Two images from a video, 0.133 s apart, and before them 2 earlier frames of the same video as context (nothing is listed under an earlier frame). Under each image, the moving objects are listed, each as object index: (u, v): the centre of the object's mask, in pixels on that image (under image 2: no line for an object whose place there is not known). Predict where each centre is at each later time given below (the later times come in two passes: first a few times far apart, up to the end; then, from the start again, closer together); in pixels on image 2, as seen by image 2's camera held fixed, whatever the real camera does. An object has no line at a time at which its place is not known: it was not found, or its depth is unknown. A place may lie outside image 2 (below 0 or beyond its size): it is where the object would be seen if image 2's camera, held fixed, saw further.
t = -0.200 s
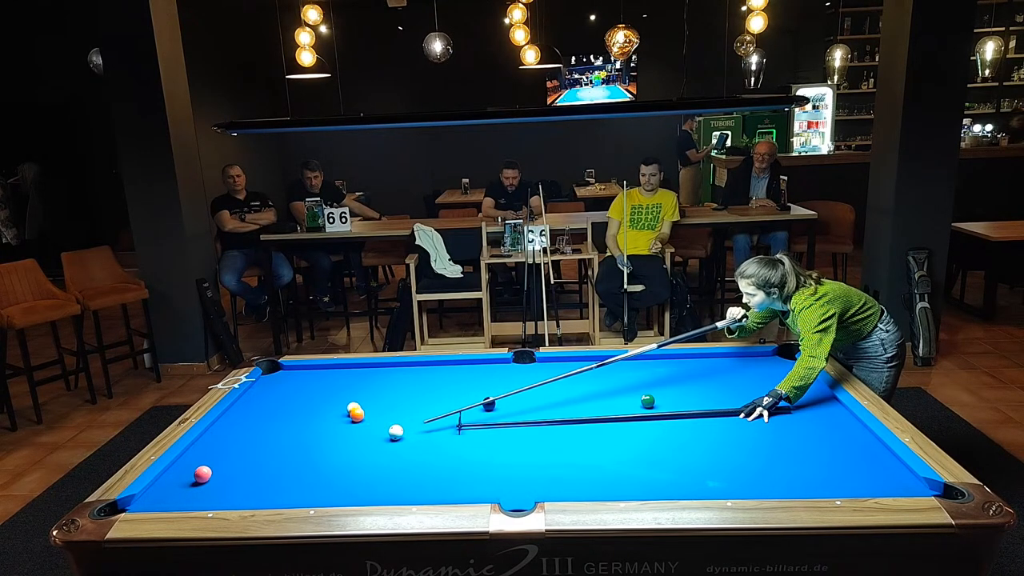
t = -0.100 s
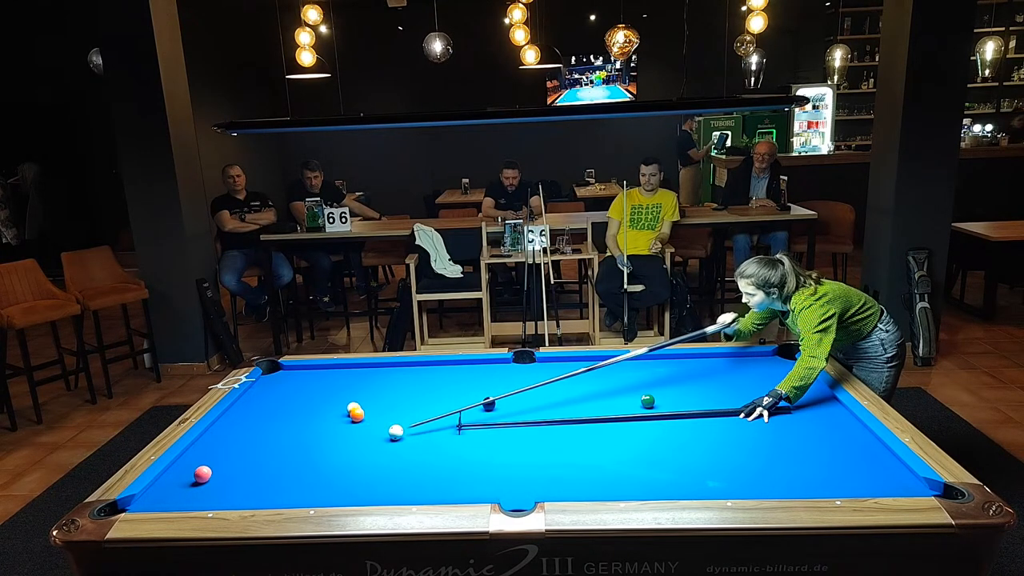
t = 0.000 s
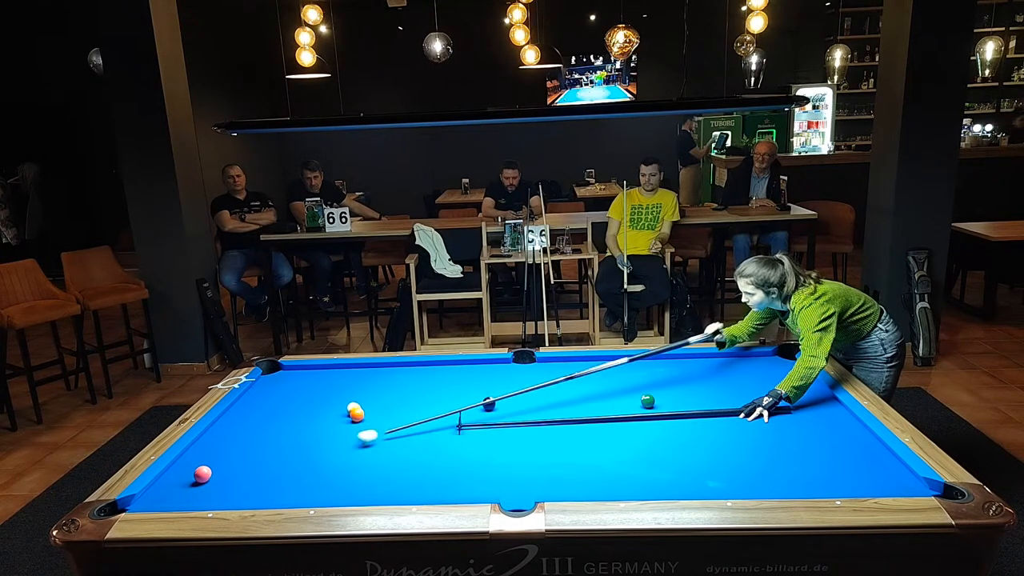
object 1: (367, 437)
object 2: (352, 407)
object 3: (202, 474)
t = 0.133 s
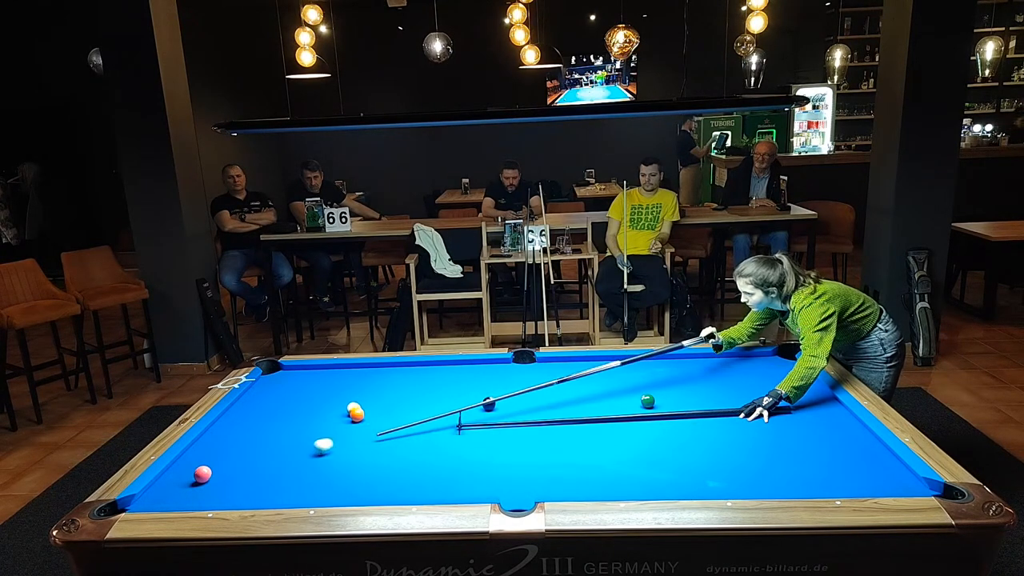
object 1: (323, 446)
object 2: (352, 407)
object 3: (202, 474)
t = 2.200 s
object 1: (343, 409)
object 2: (368, 406)
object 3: (169, 493)
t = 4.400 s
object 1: (358, 400)
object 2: (446, 389)
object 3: (173, 492)
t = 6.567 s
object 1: (358, 400)
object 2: (452, 389)
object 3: (173, 492)
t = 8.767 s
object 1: (358, 400)
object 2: (452, 389)
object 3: (173, 492)
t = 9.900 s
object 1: (358, 400)
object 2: (452, 389)
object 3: (173, 492)
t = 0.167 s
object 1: (313, 448)
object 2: (352, 407)
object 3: (202, 474)
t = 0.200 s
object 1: (302, 450)
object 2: (352, 407)
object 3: (202, 474)
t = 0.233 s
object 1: (292, 452)
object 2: (352, 407)
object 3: (202, 474)
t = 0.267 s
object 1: (281, 454)
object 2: (352, 407)
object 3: (202, 474)
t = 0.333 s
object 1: (260, 458)
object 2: (352, 407)
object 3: (202, 474)
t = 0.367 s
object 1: (249, 460)
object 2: (352, 407)
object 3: (202, 474)
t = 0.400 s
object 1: (238, 462)
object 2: (352, 407)
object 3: (202, 474)
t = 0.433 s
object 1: (227, 465)
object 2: (352, 407)
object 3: (203, 474)
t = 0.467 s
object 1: (218, 466)
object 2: (352, 407)
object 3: (202, 474)
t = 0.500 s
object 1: (211, 465)
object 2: (352, 407)
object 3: (198, 477)
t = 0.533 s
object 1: (206, 464)
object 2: (352, 407)
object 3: (192, 480)
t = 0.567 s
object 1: (199, 464)
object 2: (352, 407)
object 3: (188, 482)
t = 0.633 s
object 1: (187, 463)
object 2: (352, 407)
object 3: (180, 487)
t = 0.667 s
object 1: (181, 462)
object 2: (352, 407)
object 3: (176, 489)
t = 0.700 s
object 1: (181, 461)
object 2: (352, 407)
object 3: (172, 492)
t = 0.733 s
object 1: (187, 459)
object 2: (352, 407)
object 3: (168, 494)
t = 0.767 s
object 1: (192, 458)
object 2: (352, 407)
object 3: (164, 496)
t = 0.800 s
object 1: (197, 456)
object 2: (352, 407)
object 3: (160, 497)
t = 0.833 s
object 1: (202, 454)
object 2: (352, 407)
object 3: (156, 499)
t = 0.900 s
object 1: (212, 451)
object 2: (352, 407)
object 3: (151, 500)
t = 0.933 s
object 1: (217, 450)
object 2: (352, 407)
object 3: (149, 499)
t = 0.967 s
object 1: (221, 448)
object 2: (352, 407)
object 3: (148, 499)
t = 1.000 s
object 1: (226, 447)
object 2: (352, 407)
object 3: (147, 499)
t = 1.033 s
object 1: (231, 446)
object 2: (352, 407)
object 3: (146, 499)
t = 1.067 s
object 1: (235, 444)
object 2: (352, 407)
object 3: (145, 498)
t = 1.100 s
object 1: (240, 443)
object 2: (352, 407)
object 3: (144, 498)
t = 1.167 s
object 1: (248, 440)
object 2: (352, 407)
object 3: (143, 497)
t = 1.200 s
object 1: (253, 439)
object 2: (352, 407)
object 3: (143, 497)
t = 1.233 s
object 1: (257, 437)
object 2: (352, 407)
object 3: (145, 497)
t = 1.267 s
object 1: (261, 436)
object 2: (352, 407)
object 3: (146, 496)
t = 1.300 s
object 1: (265, 435)
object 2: (352, 407)
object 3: (147, 496)
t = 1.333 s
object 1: (269, 434)
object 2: (352, 407)
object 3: (148, 496)
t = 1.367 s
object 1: (273, 432)
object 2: (352, 407)
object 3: (149, 496)
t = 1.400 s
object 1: (277, 431)
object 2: (352, 407)
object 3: (150, 496)
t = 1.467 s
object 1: (285, 429)
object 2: (352, 407)
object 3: (152, 496)
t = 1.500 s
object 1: (289, 427)
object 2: (352, 407)
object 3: (154, 496)
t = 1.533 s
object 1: (293, 426)
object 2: (352, 407)
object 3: (155, 496)
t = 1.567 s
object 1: (296, 425)
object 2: (352, 407)
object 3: (155, 496)
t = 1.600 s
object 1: (300, 424)
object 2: (352, 407)
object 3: (156, 495)
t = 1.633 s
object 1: (304, 423)
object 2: (352, 407)
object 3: (157, 495)
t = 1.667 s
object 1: (307, 422)
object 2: (352, 407)
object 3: (158, 495)
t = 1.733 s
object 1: (315, 419)
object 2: (352, 407)
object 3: (160, 495)
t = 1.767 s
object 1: (318, 418)
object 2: (352, 407)
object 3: (161, 495)
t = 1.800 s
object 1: (321, 417)
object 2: (352, 407)
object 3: (162, 495)
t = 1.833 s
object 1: (325, 416)
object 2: (352, 407)
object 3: (162, 495)
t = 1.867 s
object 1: (328, 415)
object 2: (352, 407)
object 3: (163, 495)
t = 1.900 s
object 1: (331, 414)
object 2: (352, 407)
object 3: (164, 494)
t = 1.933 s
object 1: (335, 413)
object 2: (352, 407)
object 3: (164, 494)
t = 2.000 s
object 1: (340, 412)
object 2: (353, 407)
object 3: (166, 494)
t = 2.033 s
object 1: (340, 411)
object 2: (357, 405)
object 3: (166, 494)
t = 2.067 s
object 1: (341, 411)
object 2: (360, 405)
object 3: (167, 494)
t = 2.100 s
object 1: (341, 410)
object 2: (362, 405)
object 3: (167, 494)
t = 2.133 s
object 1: (342, 410)
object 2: (364, 406)
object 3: (168, 494)
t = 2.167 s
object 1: (343, 410)
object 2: (366, 405)
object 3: (169, 494)
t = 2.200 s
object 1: (343, 409)
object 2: (368, 406)
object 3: (169, 493)
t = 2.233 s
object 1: (344, 409)
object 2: (370, 406)
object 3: (169, 493)
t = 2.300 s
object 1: (345, 408)
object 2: (373, 405)
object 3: (170, 493)
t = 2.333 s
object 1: (345, 407)
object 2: (375, 404)
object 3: (171, 493)
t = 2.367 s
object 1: (346, 407)
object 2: (377, 404)
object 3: (171, 493)
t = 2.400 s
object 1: (346, 407)
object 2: (379, 404)
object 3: (171, 493)
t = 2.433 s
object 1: (347, 406)
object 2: (381, 403)
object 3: (171, 493)
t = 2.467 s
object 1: (347, 406)
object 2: (382, 403)
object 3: (171, 493)
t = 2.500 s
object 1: (348, 406)
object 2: (384, 402)
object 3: (172, 493)
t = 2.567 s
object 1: (349, 405)
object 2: (388, 402)
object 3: (172, 492)
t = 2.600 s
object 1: (349, 405)
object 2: (390, 401)
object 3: (172, 493)
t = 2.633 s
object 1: (349, 404)
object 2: (391, 401)
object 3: (172, 493)
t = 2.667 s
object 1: (350, 404)
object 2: (393, 401)
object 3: (172, 492)
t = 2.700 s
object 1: (350, 404)
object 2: (394, 400)
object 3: (172, 492)
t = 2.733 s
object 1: (351, 403)
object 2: (396, 400)
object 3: (173, 492)
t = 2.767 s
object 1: (351, 403)
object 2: (397, 400)
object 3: (173, 492)
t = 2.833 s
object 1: (352, 403)
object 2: (401, 399)
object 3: (173, 492)
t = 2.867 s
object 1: (352, 402)
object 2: (402, 399)
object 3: (173, 492)
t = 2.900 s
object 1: (353, 402)
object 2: (404, 398)
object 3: (173, 492)
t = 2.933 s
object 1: (353, 402)
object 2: (405, 398)
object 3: (173, 492)
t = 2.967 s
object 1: (353, 402)
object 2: (407, 398)
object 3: (173, 492)
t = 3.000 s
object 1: (354, 402)
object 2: (408, 398)
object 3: (173, 492)
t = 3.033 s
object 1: (354, 401)
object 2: (410, 397)
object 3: (173, 492)
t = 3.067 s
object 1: (354, 401)
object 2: (411, 397)
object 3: (173, 492)
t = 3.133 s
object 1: (355, 401)
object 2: (413, 397)
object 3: (173, 492)
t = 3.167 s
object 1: (355, 401)
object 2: (415, 396)
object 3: (173, 492)
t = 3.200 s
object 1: (356, 401)
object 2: (416, 396)
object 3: (173, 492)
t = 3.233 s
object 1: (356, 401)
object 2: (417, 396)
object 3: (173, 492)
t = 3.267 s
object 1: (356, 400)
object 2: (418, 396)
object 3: (173, 492)
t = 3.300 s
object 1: (356, 400)
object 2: (420, 395)
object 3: (173, 492)
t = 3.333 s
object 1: (357, 400)
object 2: (421, 395)
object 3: (173, 492)
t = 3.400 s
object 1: (357, 400)
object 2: (423, 394)
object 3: (173, 492)
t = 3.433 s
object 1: (357, 400)
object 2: (424, 394)
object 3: (173, 492)
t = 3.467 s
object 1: (357, 400)
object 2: (425, 394)
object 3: (173, 492)
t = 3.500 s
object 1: (357, 400)
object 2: (426, 394)
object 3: (173, 492)
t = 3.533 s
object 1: (358, 400)
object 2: (428, 393)
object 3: (173, 492)
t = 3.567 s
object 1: (358, 400)
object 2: (429, 393)
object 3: (173, 492)
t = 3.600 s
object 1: (358, 400)
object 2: (430, 393)
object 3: (173, 492)
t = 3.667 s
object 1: (358, 400)
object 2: (431, 393)
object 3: (173, 492)
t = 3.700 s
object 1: (358, 400)
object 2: (432, 392)
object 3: (173, 492)
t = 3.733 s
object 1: (358, 400)
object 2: (433, 392)
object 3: (173, 492)
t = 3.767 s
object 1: (358, 400)
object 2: (434, 392)
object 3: (173, 492)
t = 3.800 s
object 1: (358, 400)
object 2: (435, 392)
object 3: (173, 492)
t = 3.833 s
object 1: (358, 400)
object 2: (435, 392)
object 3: (173, 492)
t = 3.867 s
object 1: (358, 400)
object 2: (436, 392)
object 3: (173, 492)
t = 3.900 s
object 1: (358, 400)
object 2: (437, 391)
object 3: (173, 492)
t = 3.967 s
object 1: (358, 400)
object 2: (439, 391)
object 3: (173, 492)
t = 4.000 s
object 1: (358, 400)
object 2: (439, 391)
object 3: (173, 492)
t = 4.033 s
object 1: (358, 400)
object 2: (440, 391)
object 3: (173, 492)
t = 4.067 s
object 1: (358, 400)
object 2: (441, 390)
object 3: (173, 492)
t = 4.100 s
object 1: (358, 400)
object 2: (441, 390)
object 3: (173, 492)
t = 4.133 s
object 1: (358, 400)
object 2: (442, 390)
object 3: (173, 492)
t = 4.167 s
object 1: (358, 400)
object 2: (442, 390)
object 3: (173, 492)
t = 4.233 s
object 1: (358, 400)
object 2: (444, 390)
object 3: (173, 492)
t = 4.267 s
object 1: (358, 400)
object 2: (444, 390)
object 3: (173, 492)
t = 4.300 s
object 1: (358, 400)
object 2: (445, 390)
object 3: (173, 492)
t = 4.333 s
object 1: (358, 400)
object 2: (445, 389)
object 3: (173, 492)
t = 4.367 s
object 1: (358, 400)
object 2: (446, 389)
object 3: (173, 492)
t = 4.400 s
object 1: (358, 400)
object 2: (446, 389)
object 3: (173, 492)
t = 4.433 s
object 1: (358, 400)
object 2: (447, 389)
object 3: (173, 492)
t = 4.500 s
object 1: (358, 400)
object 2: (448, 389)
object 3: (173, 492)
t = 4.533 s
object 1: (358, 400)
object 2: (448, 389)
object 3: (173, 492)
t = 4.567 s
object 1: (358, 400)
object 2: (448, 389)
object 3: (173, 492)
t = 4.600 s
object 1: (358, 400)
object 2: (449, 389)
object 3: (173, 492)
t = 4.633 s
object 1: (358, 400)
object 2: (449, 389)
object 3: (173, 492)
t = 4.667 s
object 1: (358, 400)
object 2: (450, 389)
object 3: (173, 492)
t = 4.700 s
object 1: (358, 400)
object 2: (450, 389)
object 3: (173, 492)
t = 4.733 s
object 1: (358, 400)
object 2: (450, 388)
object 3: (173, 492)
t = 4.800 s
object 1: (358, 400)
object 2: (451, 388)
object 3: (173, 492)
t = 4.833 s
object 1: (358, 400)
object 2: (451, 388)
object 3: (173, 492)
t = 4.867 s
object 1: (358, 400)
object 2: (451, 388)
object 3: (173, 492)
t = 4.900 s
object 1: (358, 400)
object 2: (451, 388)
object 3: (173, 492)
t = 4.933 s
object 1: (358, 400)
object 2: (451, 388)
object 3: (173, 492)
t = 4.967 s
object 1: (358, 400)
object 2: (451, 388)
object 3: (173, 492)
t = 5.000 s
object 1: (358, 400)
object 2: (452, 388)
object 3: (173, 492)
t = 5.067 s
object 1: (358, 400)
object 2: (452, 388)
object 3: (173, 492)
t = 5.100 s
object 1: (358, 400)
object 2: (452, 388)
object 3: (173, 492)
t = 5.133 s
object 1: (358, 400)
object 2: (452, 388)
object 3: (173, 492)
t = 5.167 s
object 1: (358, 400)
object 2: (452, 388)
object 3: (173, 492)
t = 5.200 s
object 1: (358, 400)
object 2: (452, 388)
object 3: (173, 492)
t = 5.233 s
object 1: (358, 400)
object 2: (452, 388)
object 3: (173, 492)
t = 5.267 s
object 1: (358, 400)
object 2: (452, 388)
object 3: (173, 492)
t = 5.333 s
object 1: (358, 400)
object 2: (452, 388)
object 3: (173, 492)
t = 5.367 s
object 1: (358, 400)
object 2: (452, 388)
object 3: (173, 492)
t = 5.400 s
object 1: (358, 400)
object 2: (452, 388)
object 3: (173, 492)
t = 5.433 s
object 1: (358, 400)
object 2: (452, 388)
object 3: (173, 492)
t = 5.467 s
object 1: (358, 400)
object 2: (452, 388)
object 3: (173, 492)
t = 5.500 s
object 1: (358, 400)
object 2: (452, 388)
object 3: (173, 492)
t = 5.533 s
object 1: (358, 400)
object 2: (452, 388)
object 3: (173, 492)
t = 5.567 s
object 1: (358, 400)
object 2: (452, 388)
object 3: (173, 492)
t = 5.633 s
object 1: (358, 400)
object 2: (452, 388)
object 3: (173, 492)
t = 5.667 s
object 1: (358, 400)
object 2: (452, 388)
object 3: (173, 492)
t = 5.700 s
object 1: (358, 400)
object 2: (452, 388)
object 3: (173, 492)
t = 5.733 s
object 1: (358, 400)
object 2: (452, 388)
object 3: (173, 492)
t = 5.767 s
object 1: (358, 400)
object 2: (452, 388)
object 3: (173, 492)
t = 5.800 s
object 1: (358, 400)
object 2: (452, 388)
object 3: (173, 492)
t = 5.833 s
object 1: (358, 400)
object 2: (452, 388)
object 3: (173, 492)
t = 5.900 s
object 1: (358, 400)
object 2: (452, 389)
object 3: (173, 492)
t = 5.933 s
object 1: (358, 400)
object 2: (452, 388)
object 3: (173, 492)
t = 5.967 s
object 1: (358, 400)
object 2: (452, 389)
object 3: (173, 492)
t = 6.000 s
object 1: (358, 400)
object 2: (452, 389)
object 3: (173, 492)
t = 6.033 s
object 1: (358, 400)
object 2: (452, 389)
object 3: (173, 492)
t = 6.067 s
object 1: (358, 400)
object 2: (452, 389)
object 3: (173, 492)
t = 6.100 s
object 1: (358, 400)
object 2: (452, 388)
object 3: (173, 492)
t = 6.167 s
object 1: (358, 400)
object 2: (452, 388)
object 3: (173, 492)
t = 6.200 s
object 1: (358, 400)
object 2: (452, 388)
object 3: (173, 492)
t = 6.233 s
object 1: (358, 400)
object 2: (452, 388)
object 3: (173, 492)
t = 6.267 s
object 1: (358, 400)
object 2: (452, 388)
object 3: (173, 492)
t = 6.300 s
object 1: (358, 400)
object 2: (452, 388)
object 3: (173, 492)
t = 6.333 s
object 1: (358, 400)
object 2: (452, 388)
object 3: (173, 492)
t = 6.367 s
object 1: (358, 400)
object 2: (452, 388)
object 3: (173, 492)
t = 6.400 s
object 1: (358, 400)
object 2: (452, 388)
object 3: (173, 492)
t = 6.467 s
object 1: (358, 400)
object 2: (452, 388)
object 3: (173, 492)
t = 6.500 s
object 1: (358, 400)
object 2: (452, 388)
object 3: (173, 492)
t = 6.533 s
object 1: (358, 400)
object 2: (452, 389)
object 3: (173, 492)
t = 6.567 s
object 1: (358, 400)
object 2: (452, 389)
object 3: (173, 492)
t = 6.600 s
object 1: (358, 400)
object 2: (452, 388)
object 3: (173, 492)
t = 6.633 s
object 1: (358, 400)
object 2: (452, 389)
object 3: (173, 492)
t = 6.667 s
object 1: (358, 400)
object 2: (452, 388)
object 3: (173, 492)
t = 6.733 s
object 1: (358, 400)
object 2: (452, 388)
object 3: (173, 492)
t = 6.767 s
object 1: (358, 400)
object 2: (452, 388)
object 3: (173, 492)
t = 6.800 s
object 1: (358, 400)
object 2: (452, 388)
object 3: (173, 492)
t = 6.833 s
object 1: (358, 400)
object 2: (452, 388)
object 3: (173, 492)
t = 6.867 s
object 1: (358, 400)
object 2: (452, 388)
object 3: (173, 492)
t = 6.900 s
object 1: (358, 400)
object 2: (452, 388)
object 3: (173, 492)
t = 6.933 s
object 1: (358, 400)
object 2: (452, 388)
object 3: (173, 492)
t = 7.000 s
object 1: (358, 400)
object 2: (452, 388)
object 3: (173, 492)
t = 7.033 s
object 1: (358, 400)
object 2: (452, 388)
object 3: (173, 492)
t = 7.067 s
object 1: (358, 400)
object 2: (452, 388)
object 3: (173, 492)
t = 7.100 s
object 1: (358, 400)
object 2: (452, 389)
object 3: (173, 492)
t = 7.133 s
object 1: (358, 400)
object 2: (452, 388)
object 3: (173, 492)
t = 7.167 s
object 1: (358, 400)
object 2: (452, 388)
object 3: (173, 492)
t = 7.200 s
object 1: (358, 400)
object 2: (452, 389)
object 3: (173, 492)
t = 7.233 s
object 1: (358, 400)
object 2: (452, 389)
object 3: (173, 492)
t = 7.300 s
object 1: (358, 400)
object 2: (452, 389)
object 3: (173, 492)
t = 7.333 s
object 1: (358, 400)
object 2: (452, 389)
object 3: (173, 492)
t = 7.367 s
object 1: (358, 400)
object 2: (452, 389)
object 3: (173, 492)
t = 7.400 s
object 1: (358, 400)
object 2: (452, 389)
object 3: (173, 492)
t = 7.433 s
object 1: (358, 400)
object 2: (452, 389)
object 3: (173, 492)
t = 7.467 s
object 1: (358, 400)
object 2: (452, 389)
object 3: (173, 492)
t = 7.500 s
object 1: (358, 400)
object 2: (452, 389)
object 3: (173, 492)
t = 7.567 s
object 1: (358, 400)
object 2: (452, 389)
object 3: (173, 492)
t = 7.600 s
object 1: (358, 400)
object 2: (452, 389)
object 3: (173, 492)
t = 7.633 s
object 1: (358, 400)
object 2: (452, 388)
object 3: (173, 492)
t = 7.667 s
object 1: (358, 400)
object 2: (452, 388)
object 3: (173, 492)
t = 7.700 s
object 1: (358, 400)
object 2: (452, 388)
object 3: (173, 492)
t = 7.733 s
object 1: (358, 400)
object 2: (452, 388)
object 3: (173, 492)
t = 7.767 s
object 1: (358, 400)
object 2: (452, 388)
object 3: (173, 492)
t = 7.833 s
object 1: (358, 400)
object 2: (452, 389)
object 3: (173, 492)
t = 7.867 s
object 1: (358, 400)
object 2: (452, 388)
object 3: (173, 492)
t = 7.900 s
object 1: (358, 400)
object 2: (452, 388)
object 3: (173, 492)
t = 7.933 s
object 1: (358, 400)
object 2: (452, 388)
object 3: (173, 492)
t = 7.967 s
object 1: (358, 400)
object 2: (452, 388)
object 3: (173, 492)
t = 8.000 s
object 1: (358, 400)
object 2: (452, 388)
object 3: (173, 492)
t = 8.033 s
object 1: (358, 400)
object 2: (452, 388)
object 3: (173, 492)
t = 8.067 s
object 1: (358, 400)
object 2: (452, 388)
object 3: (173, 492)
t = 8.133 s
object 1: (358, 400)
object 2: (452, 388)
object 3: (173, 492)
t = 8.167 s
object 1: (358, 400)
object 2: (452, 388)
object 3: (173, 492)
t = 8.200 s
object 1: (358, 400)
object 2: (452, 388)
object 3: (173, 492)
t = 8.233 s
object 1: (358, 400)
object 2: (452, 388)
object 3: (173, 492)
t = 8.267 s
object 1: (358, 400)
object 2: (452, 388)
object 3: (173, 492)
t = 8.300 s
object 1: (358, 400)
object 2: (452, 388)
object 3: (173, 492)
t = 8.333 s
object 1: (358, 400)
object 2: (452, 388)
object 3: (173, 492)
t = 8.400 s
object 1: (358, 400)
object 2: (452, 389)
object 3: (173, 492)
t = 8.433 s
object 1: (358, 400)
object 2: (452, 389)
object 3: (173, 492)
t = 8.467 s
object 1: (358, 400)
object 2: (452, 389)
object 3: (173, 492)
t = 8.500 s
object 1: (358, 400)
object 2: (452, 389)
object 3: (173, 492)
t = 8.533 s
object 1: (358, 400)
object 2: (452, 389)
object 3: (173, 492)
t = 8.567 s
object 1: (358, 400)
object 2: (452, 389)
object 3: (173, 492)
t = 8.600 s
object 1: (358, 400)
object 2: (452, 389)
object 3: (173, 492)
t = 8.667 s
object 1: (358, 400)
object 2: (452, 389)
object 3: (173, 492)
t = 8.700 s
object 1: (358, 400)
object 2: (452, 389)
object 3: (173, 492)
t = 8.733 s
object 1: (358, 400)
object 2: (452, 389)
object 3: (173, 492)
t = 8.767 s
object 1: (358, 400)
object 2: (452, 389)
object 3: (173, 492)
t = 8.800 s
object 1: (358, 400)
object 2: (452, 389)
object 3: (173, 492)
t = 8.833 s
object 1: (358, 400)
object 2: (452, 389)
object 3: (173, 492)
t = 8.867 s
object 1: (358, 400)
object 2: (452, 389)
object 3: (173, 492)
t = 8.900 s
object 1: (358, 400)
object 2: (452, 389)
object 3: (173, 492)
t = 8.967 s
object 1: (358, 400)
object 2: (452, 389)
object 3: (173, 492)
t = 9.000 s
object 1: (358, 400)
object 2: (452, 389)
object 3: (173, 492)
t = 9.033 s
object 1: (358, 400)
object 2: (452, 389)
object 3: (173, 492)
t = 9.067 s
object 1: (358, 400)
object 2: (452, 389)
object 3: (173, 492)
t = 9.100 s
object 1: (358, 400)
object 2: (452, 389)
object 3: (173, 492)
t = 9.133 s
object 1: (358, 400)
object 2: (452, 389)
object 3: (173, 492)
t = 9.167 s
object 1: (358, 400)
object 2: (452, 389)
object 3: (173, 492)
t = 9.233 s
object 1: (358, 400)
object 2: (452, 389)
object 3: (173, 492)
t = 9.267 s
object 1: (358, 400)
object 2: (452, 389)
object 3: (173, 492)
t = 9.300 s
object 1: (358, 400)
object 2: (452, 389)
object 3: (173, 492)
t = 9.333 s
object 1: (358, 400)
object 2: (452, 389)
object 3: (173, 492)
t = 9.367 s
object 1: (358, 400)
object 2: (452, 389)
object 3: (173, 492)
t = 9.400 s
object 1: (358, 400)
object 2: (452, 389)
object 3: (173, 492)
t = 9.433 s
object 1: (358, 400)
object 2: (452, 389)
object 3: (173, 492)
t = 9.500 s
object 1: (358, 400)
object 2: (452, 389)
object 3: (173, 492)
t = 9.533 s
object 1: (358, 400)
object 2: (452, 389)
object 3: (173, 492)
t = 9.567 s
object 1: (358, 400)
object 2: (452, 389)
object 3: (173, 492)
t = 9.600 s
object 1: (358, 400)
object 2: (452, 389)
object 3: (173, 492)
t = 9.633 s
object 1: (358, 400)
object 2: (452, 389)
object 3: (173, 492)
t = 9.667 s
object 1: (358, 400)
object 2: (452, 389)
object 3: (173, 492)
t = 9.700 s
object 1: (358, 400)
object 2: (452, 389)
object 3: (173, 492)
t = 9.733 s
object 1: (358, 400)
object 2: (452, 389)
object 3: (173, 492)
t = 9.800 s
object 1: (358, 400)
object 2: (452, 389)
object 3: (173, 492)
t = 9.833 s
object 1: (358, 400)
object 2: (452, 389)
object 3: (173, 492)
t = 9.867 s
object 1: (358, 400)
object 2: (452, 389)
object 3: (173, 492)
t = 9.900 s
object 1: (358, 400)
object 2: (452, 389)
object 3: (173, 492)
